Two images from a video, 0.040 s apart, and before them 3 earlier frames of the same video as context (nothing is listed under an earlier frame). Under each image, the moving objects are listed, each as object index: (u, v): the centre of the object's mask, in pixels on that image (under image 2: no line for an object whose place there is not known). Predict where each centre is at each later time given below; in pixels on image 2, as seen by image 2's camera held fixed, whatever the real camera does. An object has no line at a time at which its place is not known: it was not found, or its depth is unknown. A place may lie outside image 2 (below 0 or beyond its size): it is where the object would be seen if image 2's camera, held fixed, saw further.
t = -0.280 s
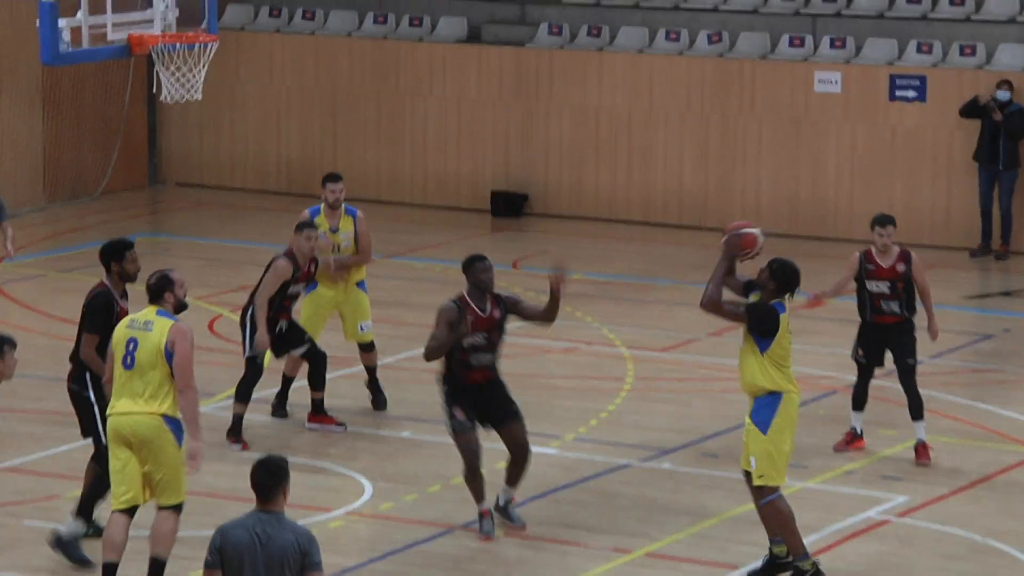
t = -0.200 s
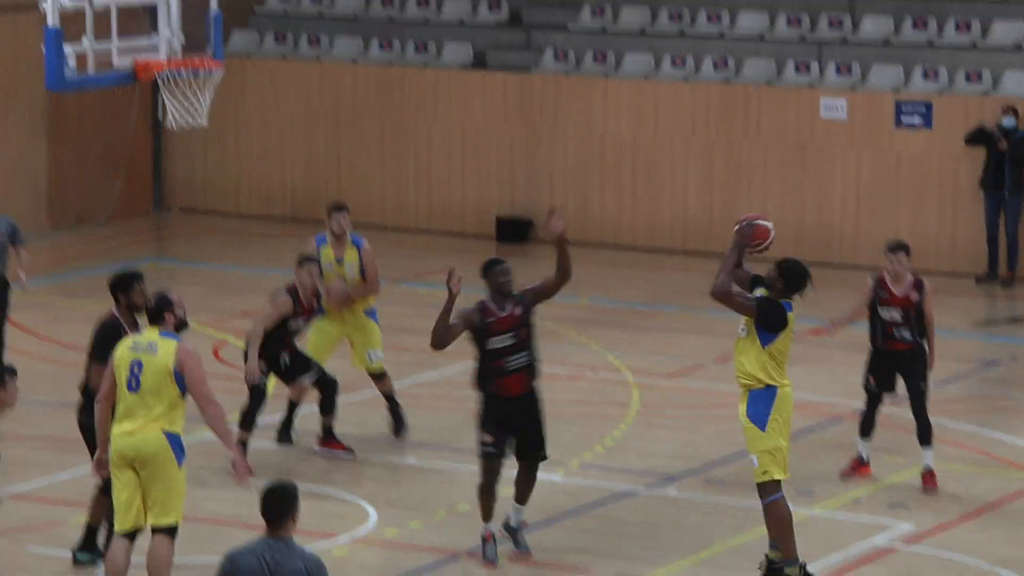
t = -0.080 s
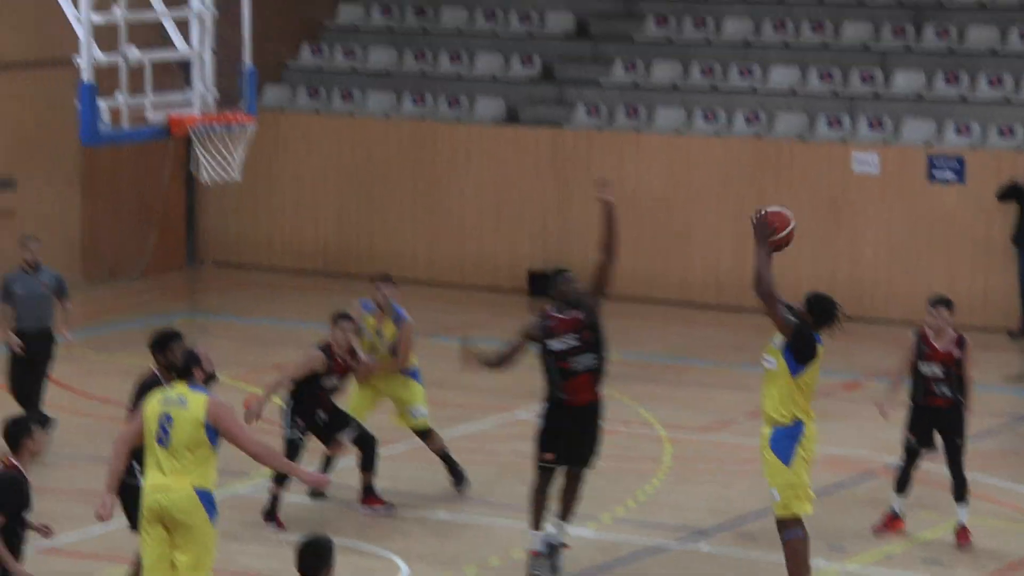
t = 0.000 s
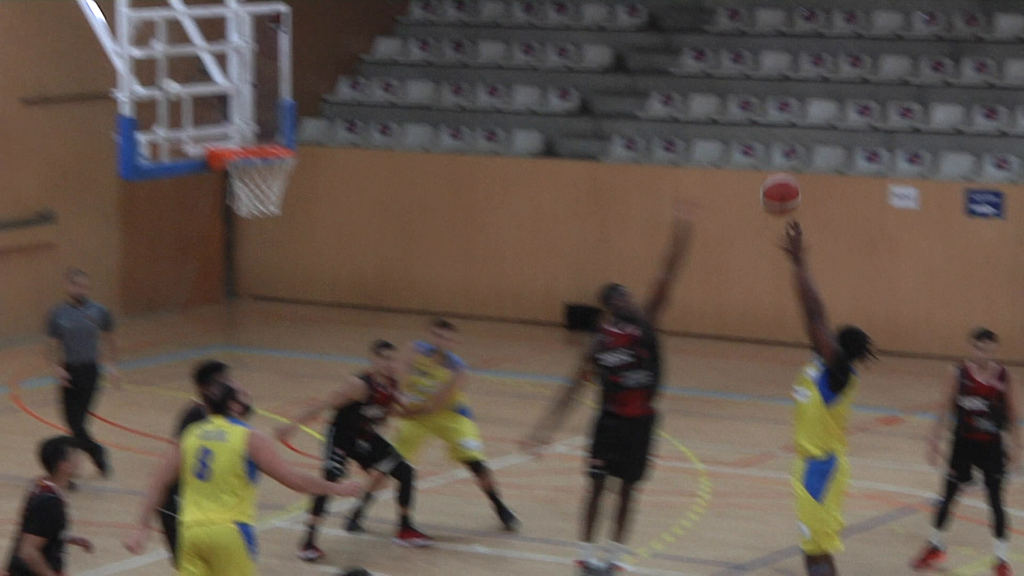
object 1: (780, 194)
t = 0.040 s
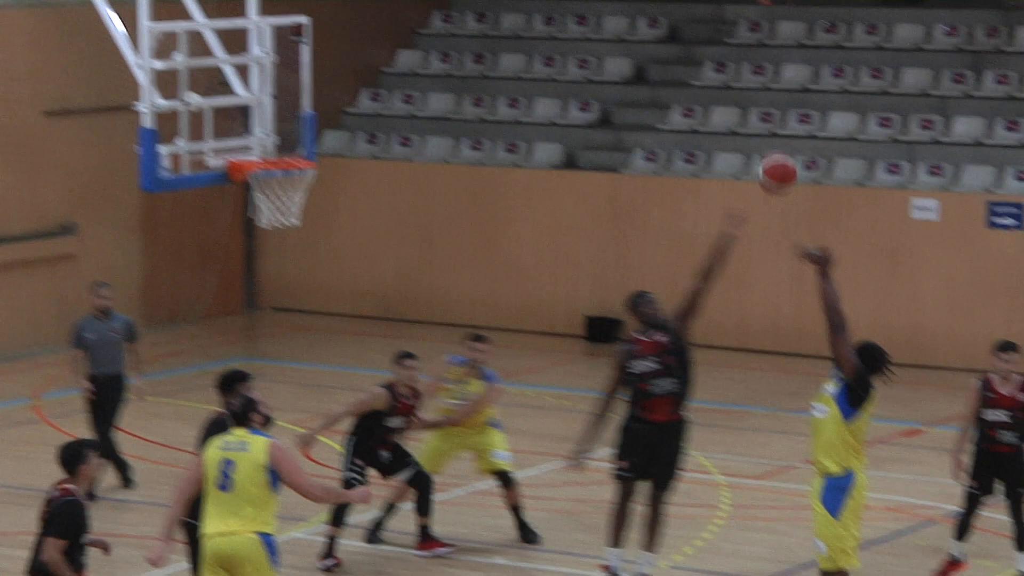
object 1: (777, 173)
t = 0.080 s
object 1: (753, 142)
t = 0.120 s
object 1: (730, 114)
